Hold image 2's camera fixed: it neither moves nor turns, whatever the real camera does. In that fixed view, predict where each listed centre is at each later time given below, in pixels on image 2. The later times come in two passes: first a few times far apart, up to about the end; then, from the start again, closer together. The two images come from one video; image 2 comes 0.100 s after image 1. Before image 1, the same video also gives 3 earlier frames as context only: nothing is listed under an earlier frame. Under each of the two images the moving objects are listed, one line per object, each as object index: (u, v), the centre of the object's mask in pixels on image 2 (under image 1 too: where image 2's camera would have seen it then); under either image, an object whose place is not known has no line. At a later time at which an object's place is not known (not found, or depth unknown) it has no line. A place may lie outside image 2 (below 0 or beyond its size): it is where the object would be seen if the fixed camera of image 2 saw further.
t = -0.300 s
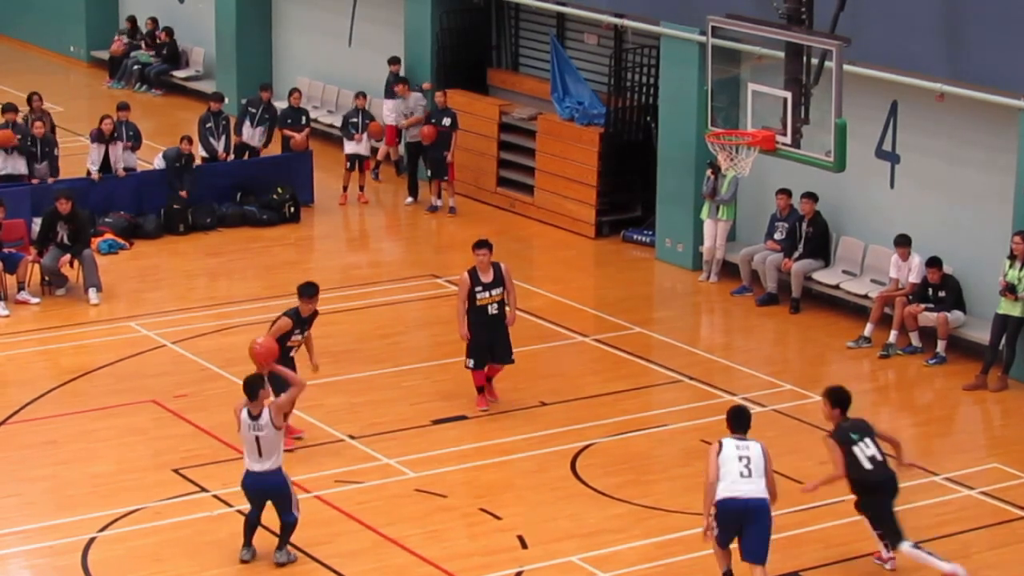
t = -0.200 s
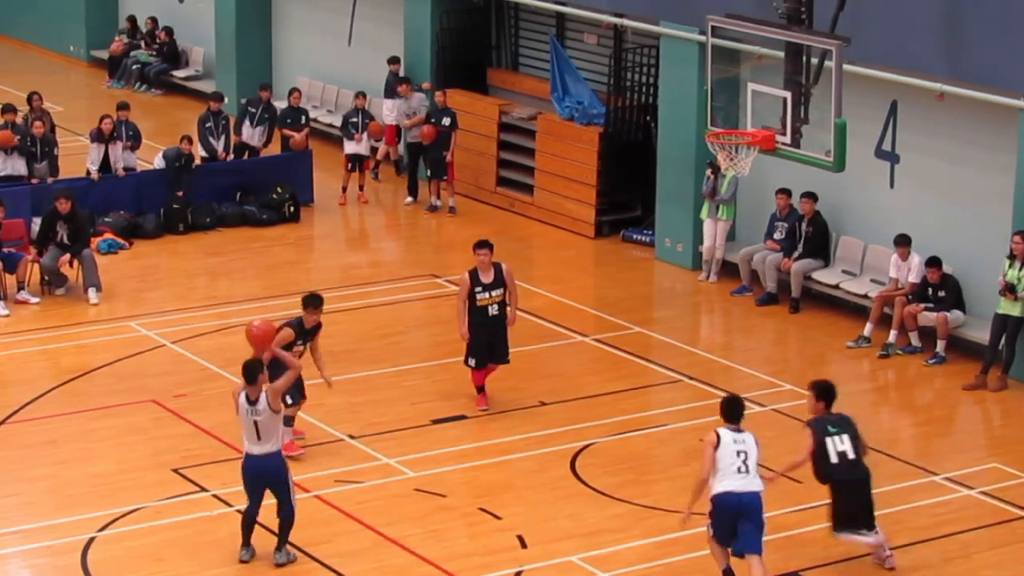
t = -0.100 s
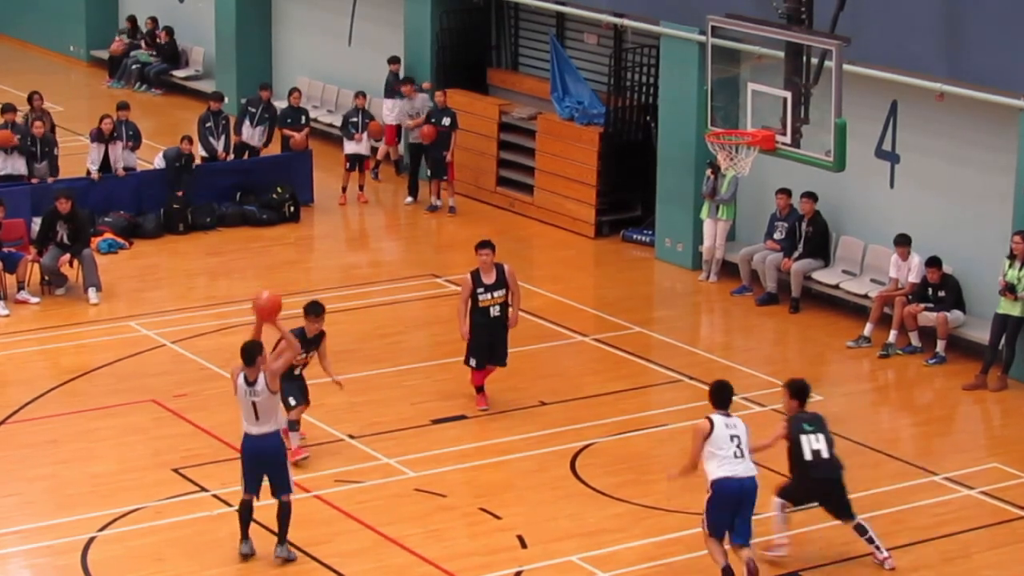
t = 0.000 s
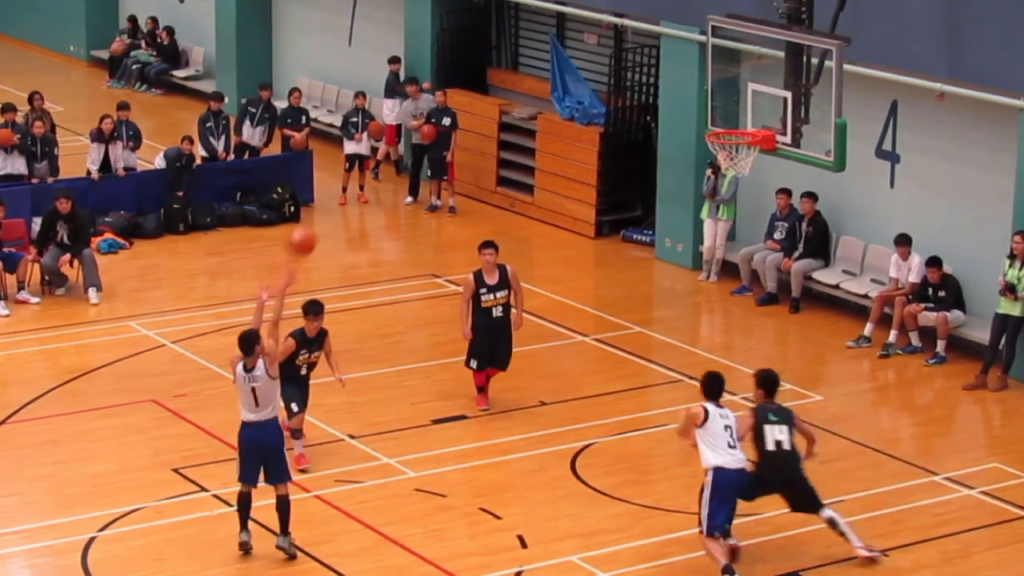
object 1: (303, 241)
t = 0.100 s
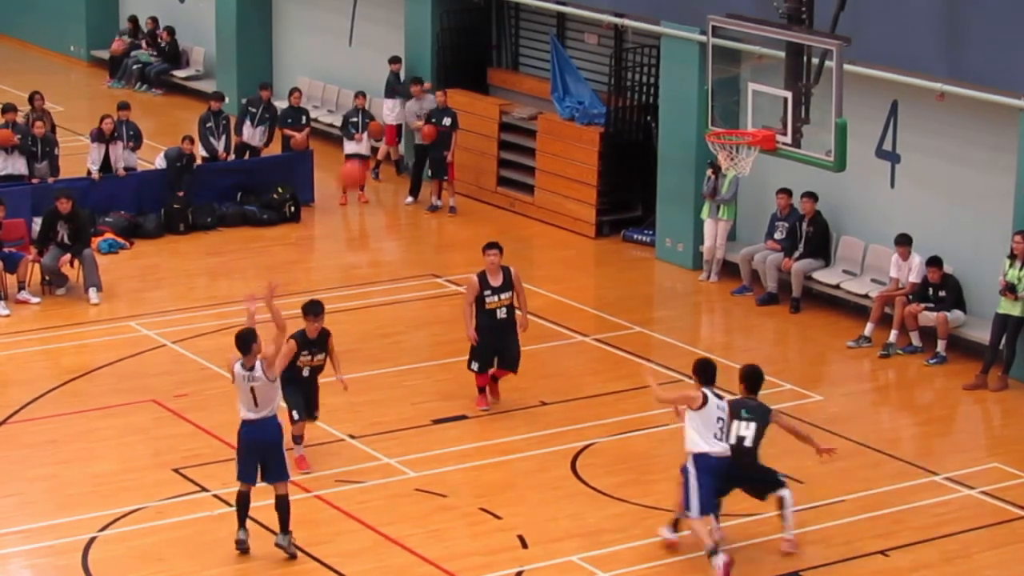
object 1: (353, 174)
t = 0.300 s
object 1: (451, 82)
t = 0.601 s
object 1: (588, 38)
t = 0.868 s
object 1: (700, 85)
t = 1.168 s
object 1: (741, 129)
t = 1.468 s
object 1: (713, 122)
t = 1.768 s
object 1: (712, 124)
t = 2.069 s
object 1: (722, 127)
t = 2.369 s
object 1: (744, 156)
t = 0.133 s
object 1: (368, 157)
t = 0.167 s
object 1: (385, 139)
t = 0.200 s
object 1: (399, 126)
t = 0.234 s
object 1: (418, 108)
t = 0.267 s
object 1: (434, 95)
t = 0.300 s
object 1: (451, 82)
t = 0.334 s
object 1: (466, 73)
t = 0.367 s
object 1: (482, 64)
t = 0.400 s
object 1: (497, 56)
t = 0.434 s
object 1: (512, 50)
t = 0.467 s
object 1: (528, 44)
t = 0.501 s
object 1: (544, 40)
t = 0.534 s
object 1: (559, 38)
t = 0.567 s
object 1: (573, 37)
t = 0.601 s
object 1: (588, 38)
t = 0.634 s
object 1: (603, 39)
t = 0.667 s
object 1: (618, 42)
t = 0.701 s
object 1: (631, 47)
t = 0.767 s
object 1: (660, 58)
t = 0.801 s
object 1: (673, 66)
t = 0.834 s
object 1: (687, 75)
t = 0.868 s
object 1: (700, 85)
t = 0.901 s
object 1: (714, 96)
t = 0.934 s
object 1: (726, 108)
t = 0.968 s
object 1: (739, 120)
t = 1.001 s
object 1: (744, 131)
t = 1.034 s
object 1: (730, 129)
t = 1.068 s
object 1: (726, 131)
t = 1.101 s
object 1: (732, 131)
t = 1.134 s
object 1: (740, 132)
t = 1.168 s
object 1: (741, 129)
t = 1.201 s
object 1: (740, 128)
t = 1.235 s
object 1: (739, 125)
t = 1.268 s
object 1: (736, 122)
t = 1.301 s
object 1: (732, 119)
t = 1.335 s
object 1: (728, 117)
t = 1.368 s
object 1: (725, 117)
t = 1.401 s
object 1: (721, 117)
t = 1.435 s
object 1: (716, 119)
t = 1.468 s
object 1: (713, 122)
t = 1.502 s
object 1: (711, 122)
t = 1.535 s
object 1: (711, 122)
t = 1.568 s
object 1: (711, 122)
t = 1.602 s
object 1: (711, 123)
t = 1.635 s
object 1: (711, 123)
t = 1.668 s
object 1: (712, 124)
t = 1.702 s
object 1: (712, 124)
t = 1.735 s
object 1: (712, 124)
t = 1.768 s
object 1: (712, 124)
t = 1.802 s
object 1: (712, 124)
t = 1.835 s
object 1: (713, 125)
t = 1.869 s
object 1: (714, 125)
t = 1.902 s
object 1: (714, 125)
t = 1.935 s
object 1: (716, 126)
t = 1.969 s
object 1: (717, 126)
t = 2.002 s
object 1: (719, 126)
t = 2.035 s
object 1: (721, 127)
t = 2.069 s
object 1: (722, 127)
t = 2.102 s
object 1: (724, 129)
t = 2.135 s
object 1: (727, 129)
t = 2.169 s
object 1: (730, 130)
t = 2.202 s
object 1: (733, 131)
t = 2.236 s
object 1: (734, 132)
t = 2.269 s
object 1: (737, 137)
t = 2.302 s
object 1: (740, 147)
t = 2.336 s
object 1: (742, 153)
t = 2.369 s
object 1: (744, 156)
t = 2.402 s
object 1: (749, 167)
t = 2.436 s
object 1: (750, 175)
